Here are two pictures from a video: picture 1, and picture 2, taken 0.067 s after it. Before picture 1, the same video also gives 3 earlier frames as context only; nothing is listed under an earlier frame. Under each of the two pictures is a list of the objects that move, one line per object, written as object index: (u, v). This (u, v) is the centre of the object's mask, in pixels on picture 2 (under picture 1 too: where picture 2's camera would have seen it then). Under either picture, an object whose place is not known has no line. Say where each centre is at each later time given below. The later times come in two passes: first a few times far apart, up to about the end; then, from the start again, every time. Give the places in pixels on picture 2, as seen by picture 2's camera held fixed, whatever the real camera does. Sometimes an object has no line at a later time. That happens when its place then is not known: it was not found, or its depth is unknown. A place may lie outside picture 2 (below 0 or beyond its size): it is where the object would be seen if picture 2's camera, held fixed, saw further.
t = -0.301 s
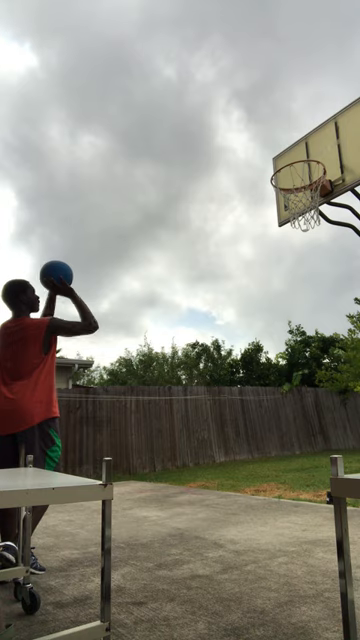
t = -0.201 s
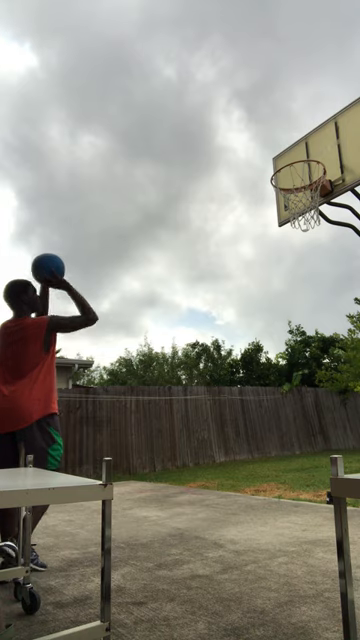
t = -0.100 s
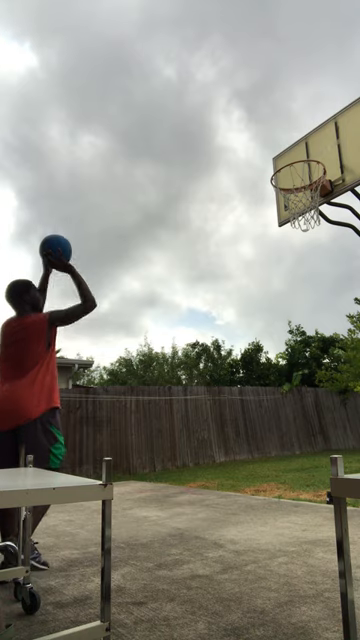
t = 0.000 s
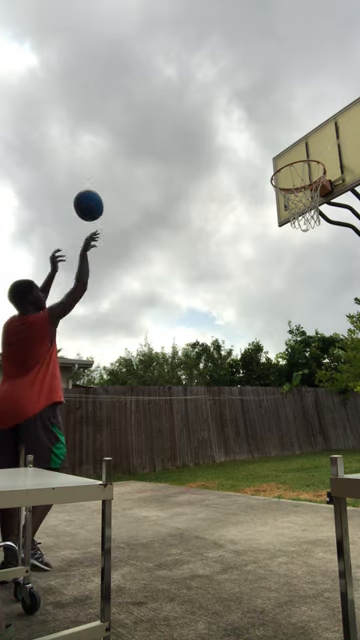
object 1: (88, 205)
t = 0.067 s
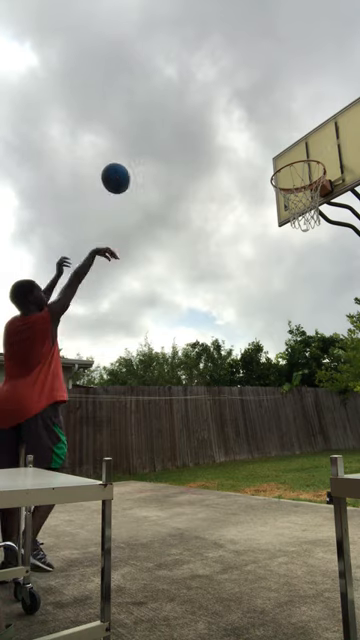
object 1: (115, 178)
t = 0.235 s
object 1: (176, 139)
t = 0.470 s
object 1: (249, 136)
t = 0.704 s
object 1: (301, 173)
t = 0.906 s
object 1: (307, 168)
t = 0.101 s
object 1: (128, 167)
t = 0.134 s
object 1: (140, 158)
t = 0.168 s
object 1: (152, 150)
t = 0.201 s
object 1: (164, 144)
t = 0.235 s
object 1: (176, 139)
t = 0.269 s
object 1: (187, 135)
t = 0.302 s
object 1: (197, 132)
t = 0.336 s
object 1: (208, 131)
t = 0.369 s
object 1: (219, 130)
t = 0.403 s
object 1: (229, 131)
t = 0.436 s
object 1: (239, 133)
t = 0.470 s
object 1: (249, 136)
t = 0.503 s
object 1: (259, 140)
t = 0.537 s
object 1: (269, 144)
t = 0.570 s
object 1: (279, 150)
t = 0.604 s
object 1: (289, 156)
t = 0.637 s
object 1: (298, 164)
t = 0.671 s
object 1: (308, 172)
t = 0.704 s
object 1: (301, 173)
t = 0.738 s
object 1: (291, 171)
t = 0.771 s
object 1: (288, 170)
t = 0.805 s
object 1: (294, 170)
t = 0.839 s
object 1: (301, 170)
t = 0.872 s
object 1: (307, 172)
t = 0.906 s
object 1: (307, 168)
